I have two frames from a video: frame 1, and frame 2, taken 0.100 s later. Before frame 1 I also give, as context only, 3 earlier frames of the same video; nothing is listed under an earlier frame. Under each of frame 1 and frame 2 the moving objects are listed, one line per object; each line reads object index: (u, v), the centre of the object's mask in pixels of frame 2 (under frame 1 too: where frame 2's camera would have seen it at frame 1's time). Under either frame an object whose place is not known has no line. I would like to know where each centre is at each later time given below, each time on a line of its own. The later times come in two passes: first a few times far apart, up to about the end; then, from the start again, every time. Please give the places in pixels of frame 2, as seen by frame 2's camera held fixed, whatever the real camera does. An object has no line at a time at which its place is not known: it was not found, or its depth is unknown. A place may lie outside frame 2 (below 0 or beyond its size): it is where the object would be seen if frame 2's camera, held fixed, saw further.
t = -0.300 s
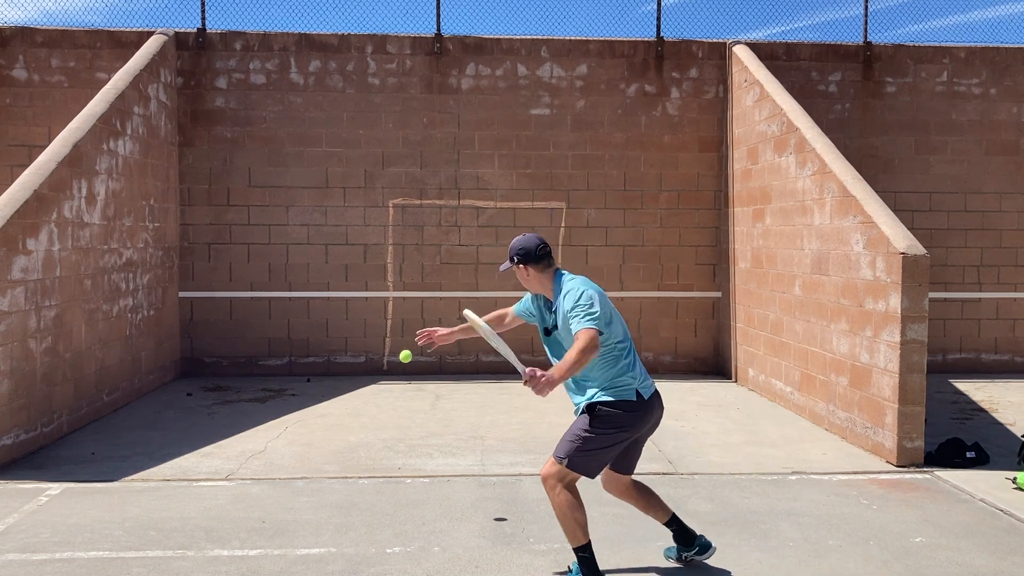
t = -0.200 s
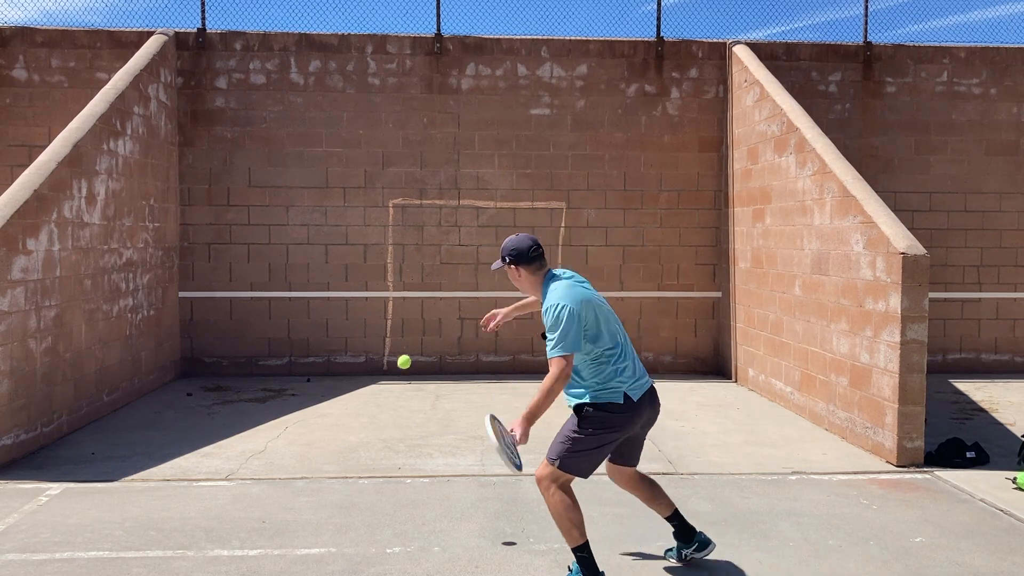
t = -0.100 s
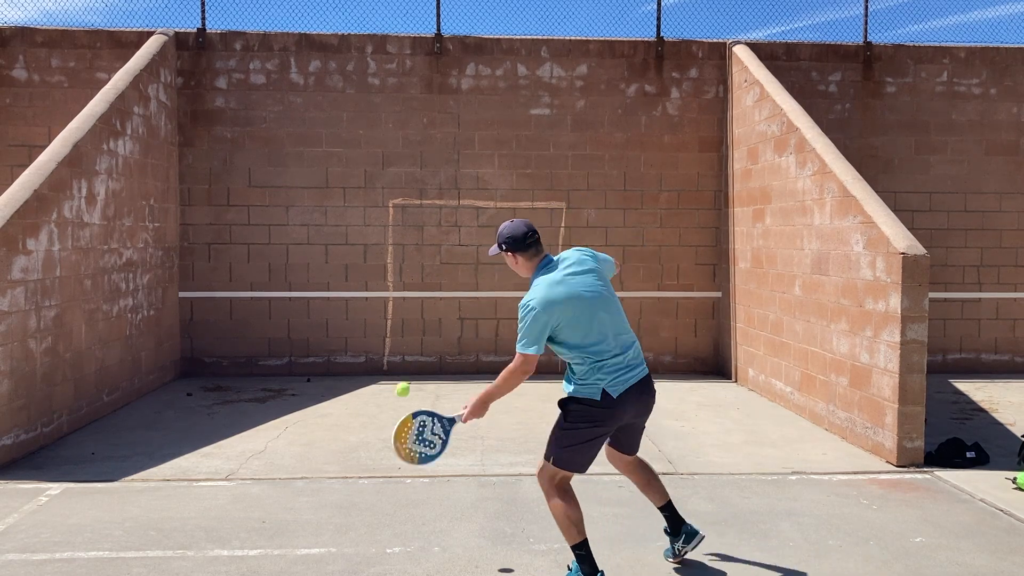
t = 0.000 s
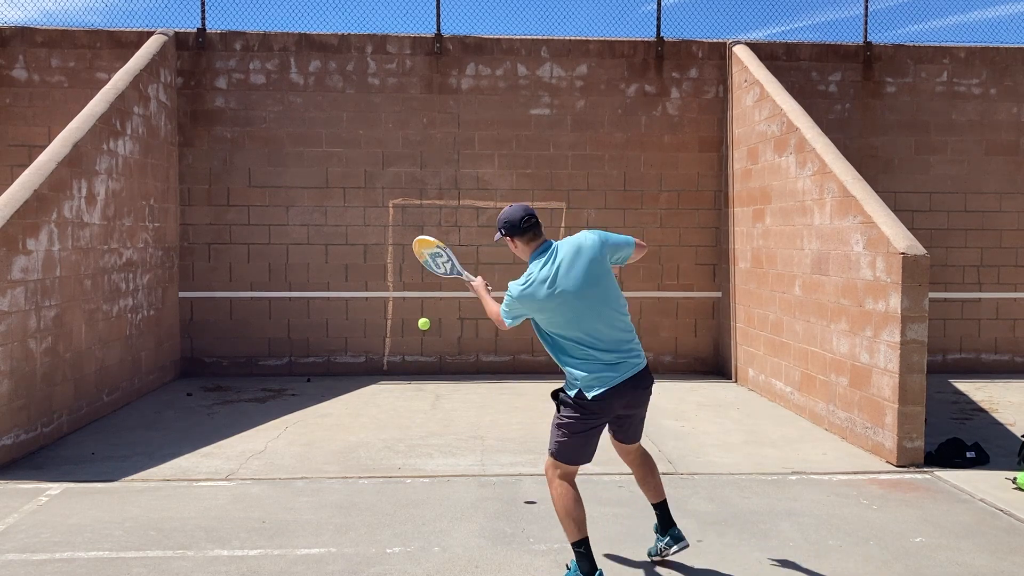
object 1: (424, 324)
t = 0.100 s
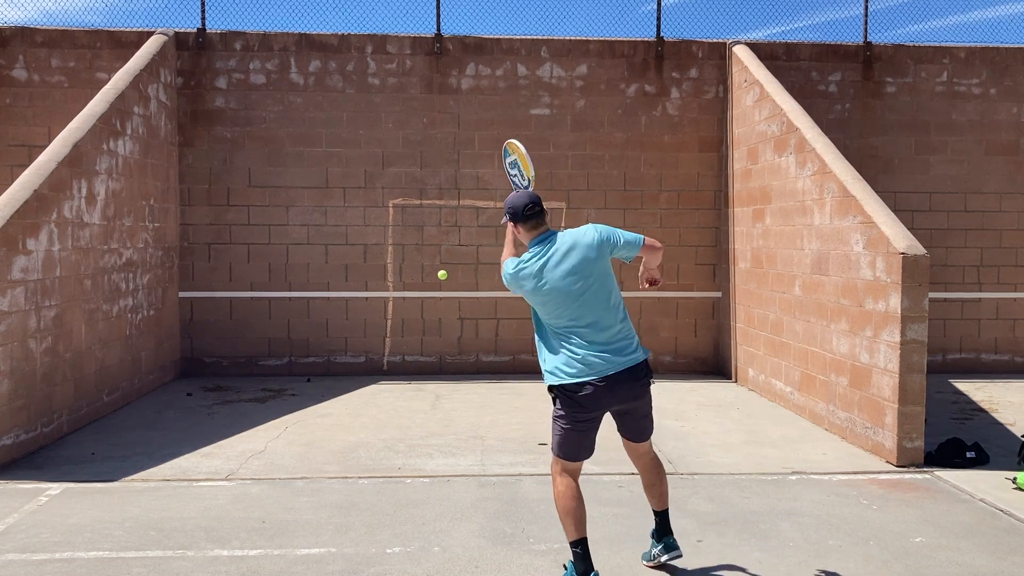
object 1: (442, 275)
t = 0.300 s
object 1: (463, 252)
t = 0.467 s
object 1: (474, 269)
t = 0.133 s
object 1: (447, 266)
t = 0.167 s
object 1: (451, 260)
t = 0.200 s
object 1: (454, 256)
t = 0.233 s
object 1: (458, 253)
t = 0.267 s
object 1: (461, 252)
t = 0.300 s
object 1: (463, 252)
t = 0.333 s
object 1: (466, 254)
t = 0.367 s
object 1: (468, 256)
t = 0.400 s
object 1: (470, 259)
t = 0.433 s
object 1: (472, 263)
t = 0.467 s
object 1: (474, 269)
